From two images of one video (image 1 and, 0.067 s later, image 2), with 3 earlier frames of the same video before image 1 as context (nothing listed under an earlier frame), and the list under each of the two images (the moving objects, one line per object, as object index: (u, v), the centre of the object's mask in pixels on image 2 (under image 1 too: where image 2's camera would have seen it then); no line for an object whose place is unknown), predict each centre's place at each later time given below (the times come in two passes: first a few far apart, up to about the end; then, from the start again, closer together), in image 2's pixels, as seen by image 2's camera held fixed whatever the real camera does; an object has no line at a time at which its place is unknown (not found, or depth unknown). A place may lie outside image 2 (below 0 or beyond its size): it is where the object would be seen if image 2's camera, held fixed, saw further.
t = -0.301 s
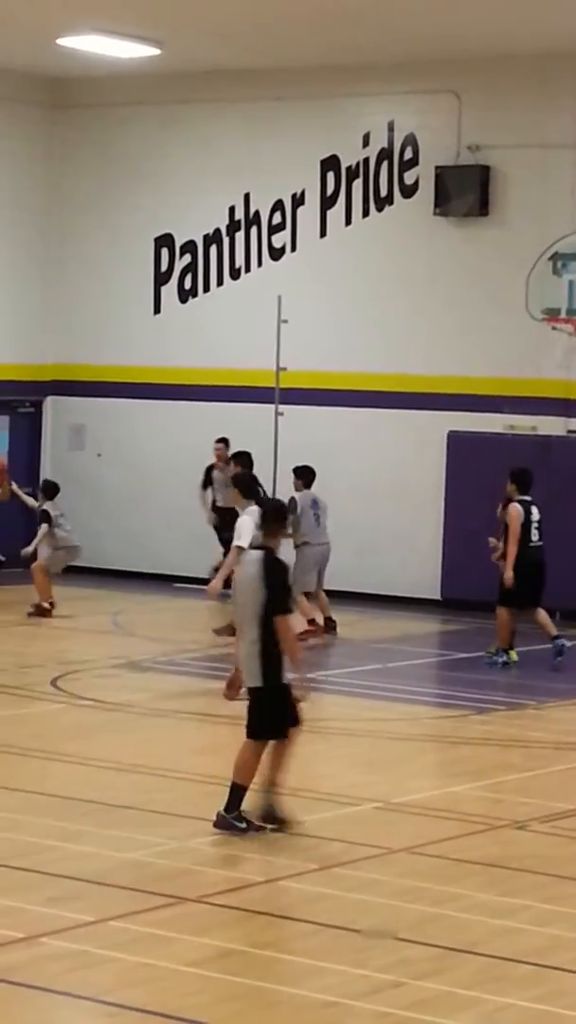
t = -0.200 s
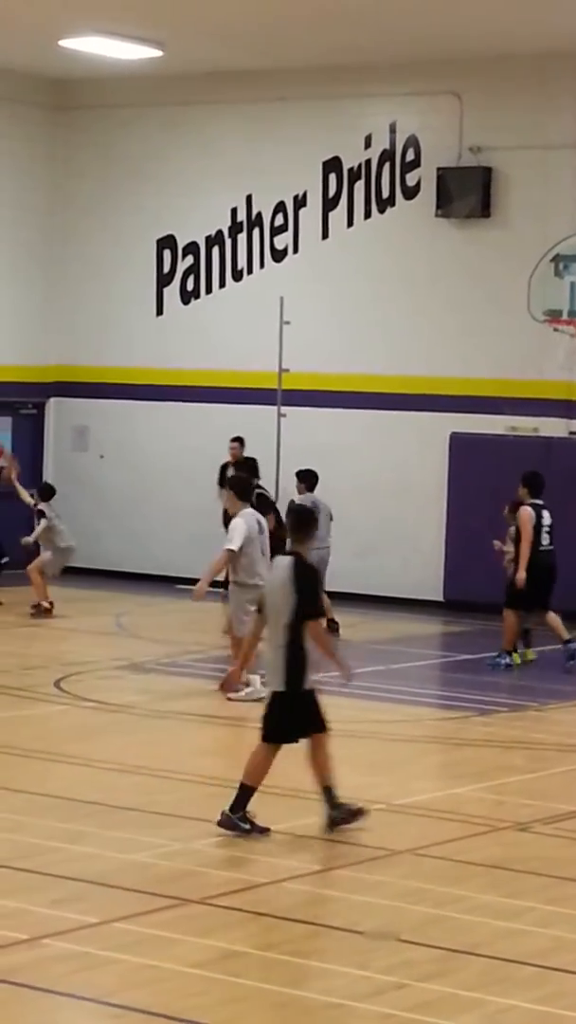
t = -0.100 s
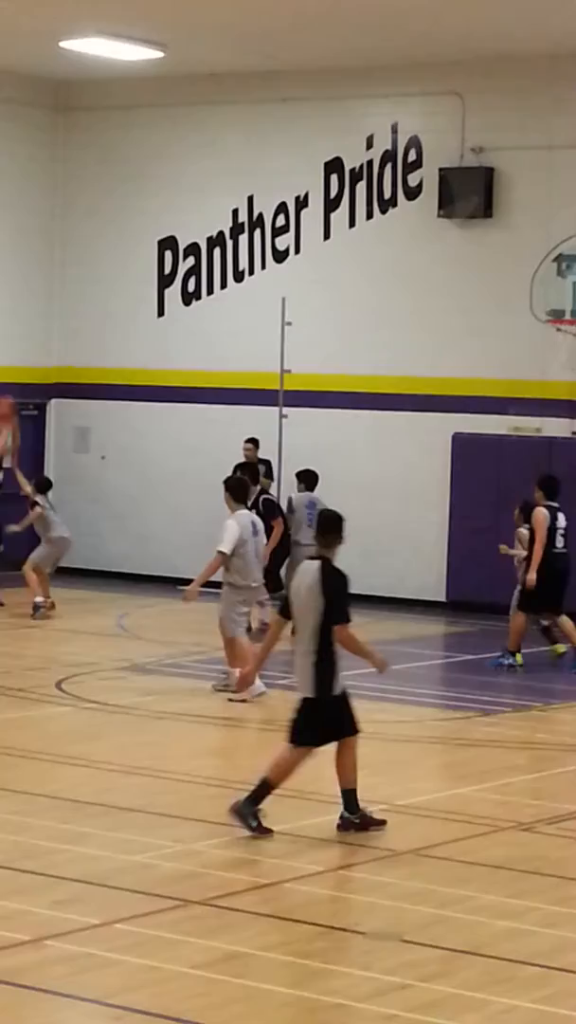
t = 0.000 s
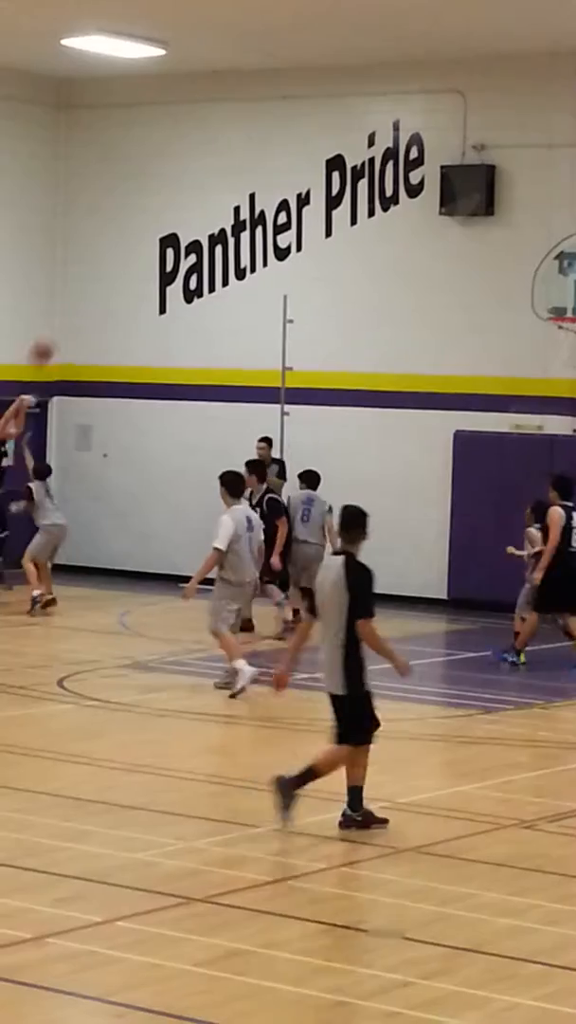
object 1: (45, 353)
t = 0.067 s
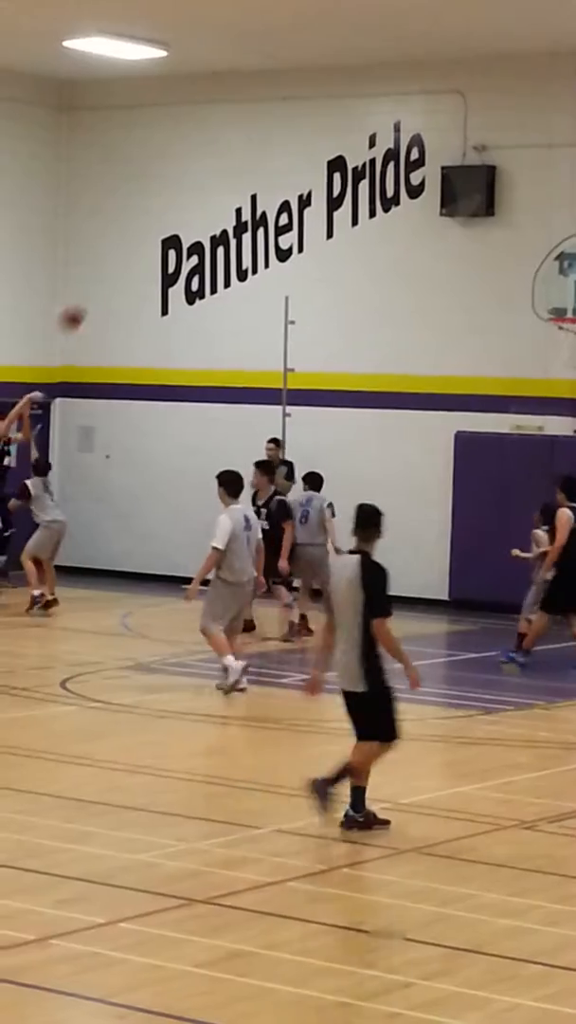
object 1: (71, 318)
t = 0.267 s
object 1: (156, 230)
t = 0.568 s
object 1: (281, 170)
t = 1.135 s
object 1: (513, 307)
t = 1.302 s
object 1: (583, 408)
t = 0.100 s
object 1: (86, 299)
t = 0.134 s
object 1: (102, 283)
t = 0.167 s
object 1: (116, 269)
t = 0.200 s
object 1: (130, 254)
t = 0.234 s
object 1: (144, 241)
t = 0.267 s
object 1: (156, 230)
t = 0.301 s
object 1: (170, 219)
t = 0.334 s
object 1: (185, 208)
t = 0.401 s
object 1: (213, 192)
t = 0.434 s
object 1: (226, 186)
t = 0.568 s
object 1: (281, 170)
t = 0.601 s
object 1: (296, 169)
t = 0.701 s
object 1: (336, 172)
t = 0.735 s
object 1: (350, 176)
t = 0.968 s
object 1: (444, 230)
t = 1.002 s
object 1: (458, 244)
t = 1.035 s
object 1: (473, 259)
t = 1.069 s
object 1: (487, 273)
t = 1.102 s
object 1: (498, 291)
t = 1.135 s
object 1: (513, 307)
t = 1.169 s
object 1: (526, 322)
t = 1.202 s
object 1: (538, 343)
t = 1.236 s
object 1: (551, 363)
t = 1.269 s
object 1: (568, 384)
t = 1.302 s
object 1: (583, 408)
